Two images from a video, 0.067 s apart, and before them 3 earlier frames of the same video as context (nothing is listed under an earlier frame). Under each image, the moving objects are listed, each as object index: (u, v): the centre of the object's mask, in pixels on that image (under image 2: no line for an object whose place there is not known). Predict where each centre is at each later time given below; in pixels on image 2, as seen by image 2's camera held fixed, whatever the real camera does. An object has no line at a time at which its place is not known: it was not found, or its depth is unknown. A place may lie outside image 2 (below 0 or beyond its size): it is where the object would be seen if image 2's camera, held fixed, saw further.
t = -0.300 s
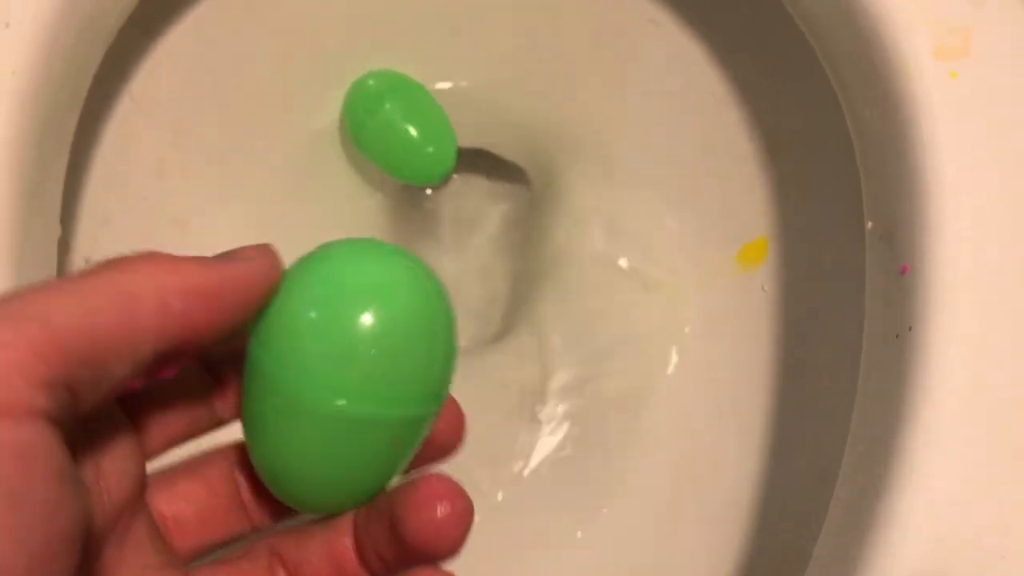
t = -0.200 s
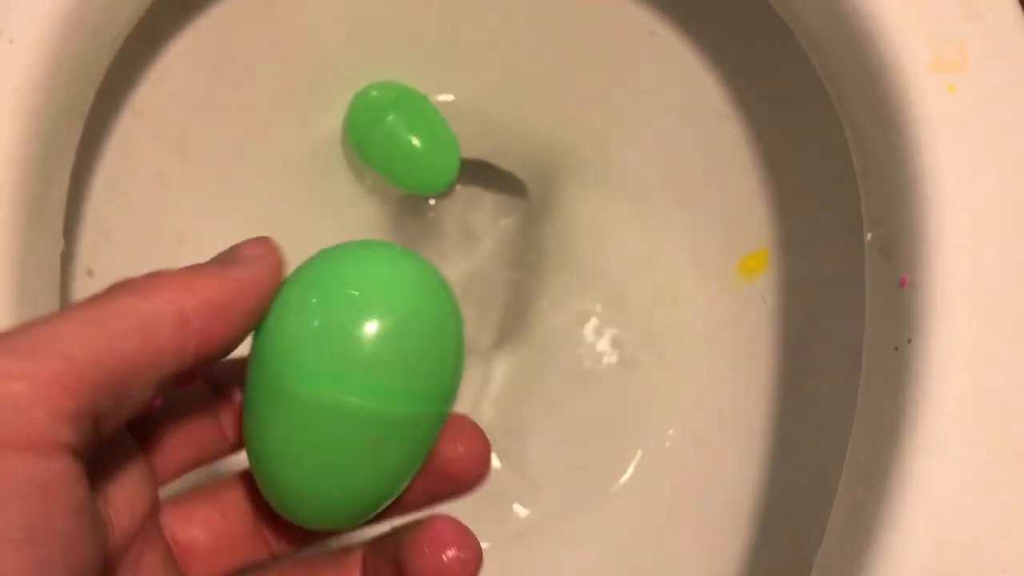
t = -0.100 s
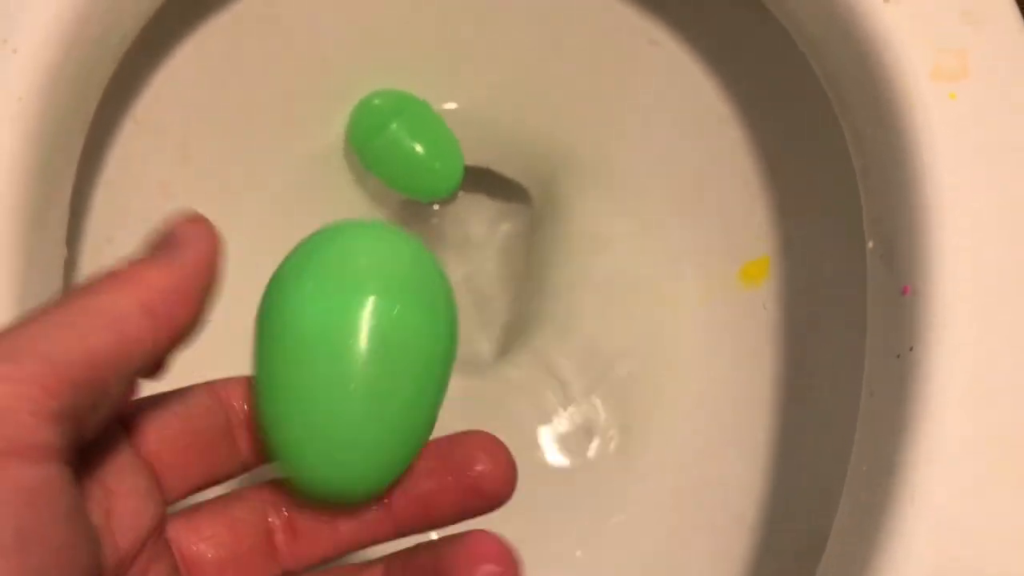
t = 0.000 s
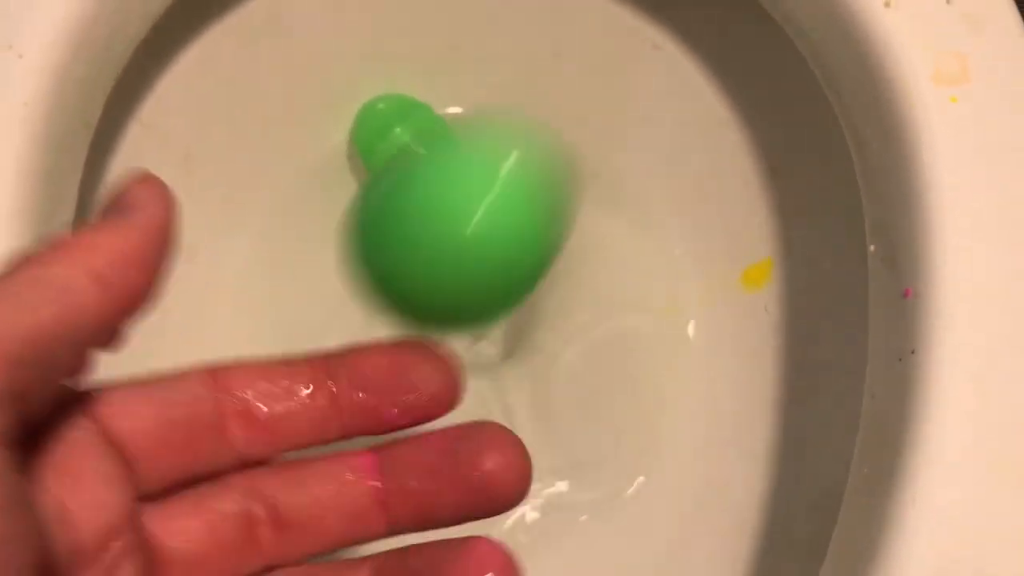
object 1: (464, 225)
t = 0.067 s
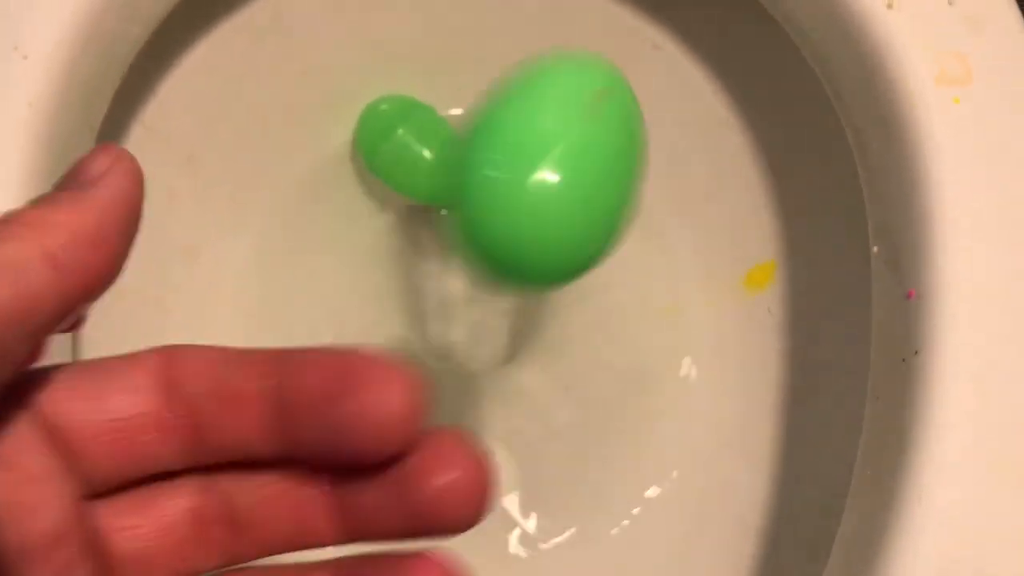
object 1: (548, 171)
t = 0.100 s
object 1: (578, 178)
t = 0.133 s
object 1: (601, 192)
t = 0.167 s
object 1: (608, 232)
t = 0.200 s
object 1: (610, 273)
